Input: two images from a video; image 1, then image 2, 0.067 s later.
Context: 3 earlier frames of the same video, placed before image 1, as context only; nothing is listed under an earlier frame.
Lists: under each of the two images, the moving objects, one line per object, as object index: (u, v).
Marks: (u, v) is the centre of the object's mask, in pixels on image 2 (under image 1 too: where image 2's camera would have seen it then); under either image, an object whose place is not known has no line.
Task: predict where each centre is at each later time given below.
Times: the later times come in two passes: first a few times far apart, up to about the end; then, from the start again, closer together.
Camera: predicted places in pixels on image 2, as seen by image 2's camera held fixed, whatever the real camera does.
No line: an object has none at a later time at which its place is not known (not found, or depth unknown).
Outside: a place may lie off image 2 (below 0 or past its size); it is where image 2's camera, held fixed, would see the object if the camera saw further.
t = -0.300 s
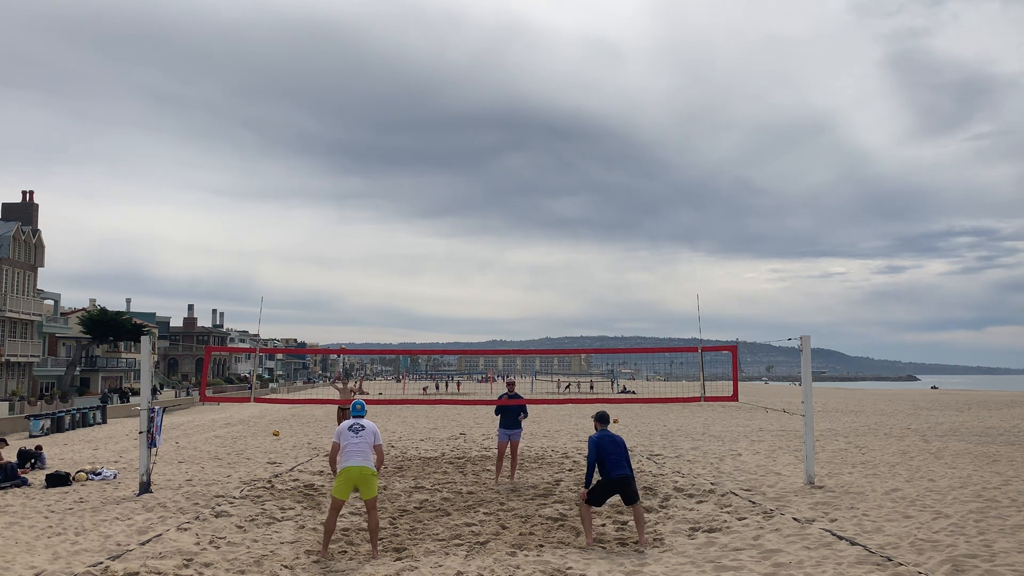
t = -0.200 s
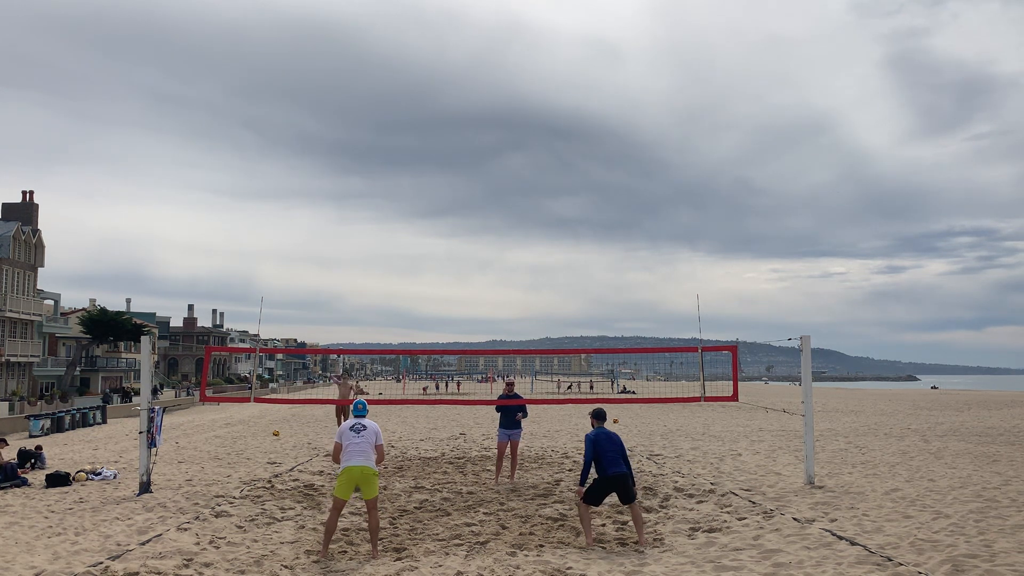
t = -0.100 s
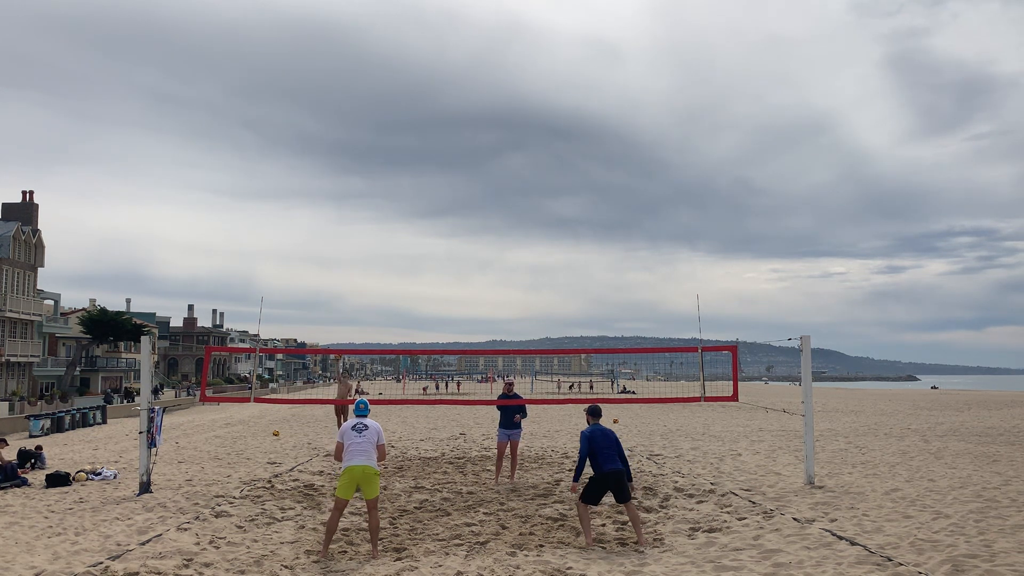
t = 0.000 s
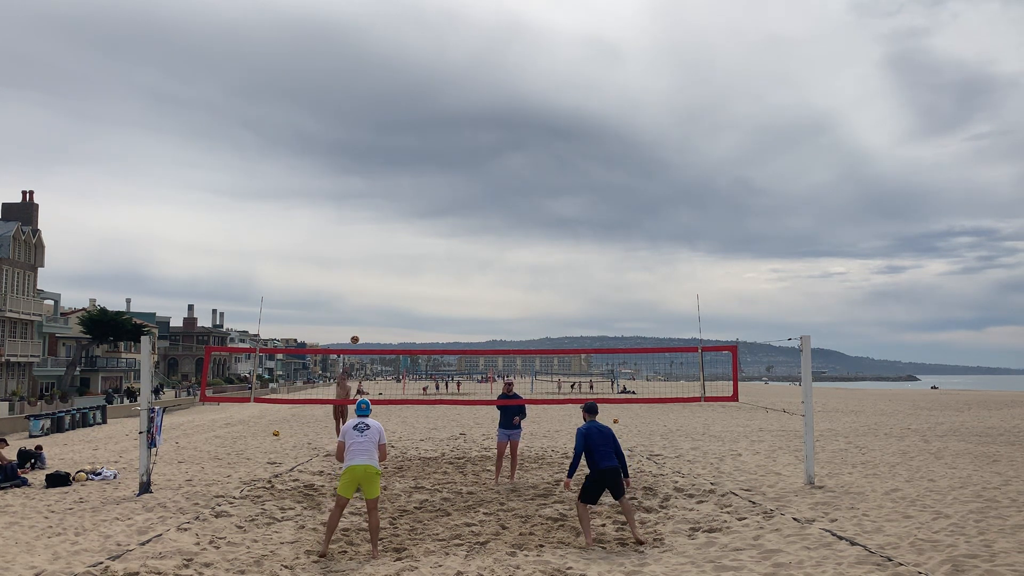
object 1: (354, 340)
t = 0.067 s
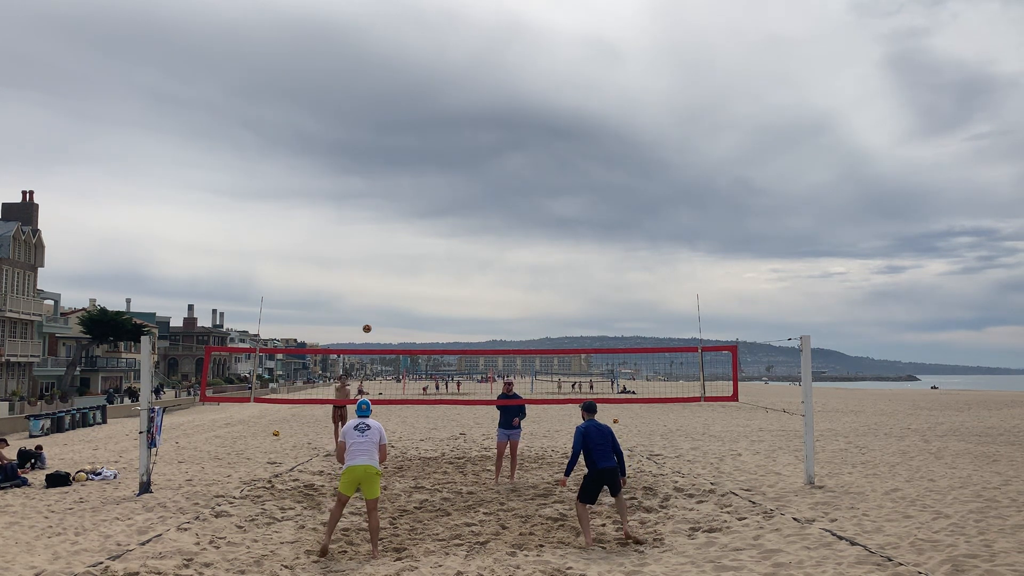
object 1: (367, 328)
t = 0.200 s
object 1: (392, 309)
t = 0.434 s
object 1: (437, 291)
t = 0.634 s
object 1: (479, 298)
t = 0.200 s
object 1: (392, 309)
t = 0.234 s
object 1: (398, 305)
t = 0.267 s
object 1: (405, 302)
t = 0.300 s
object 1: (411, 299)
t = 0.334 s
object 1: (418, 296)
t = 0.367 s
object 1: (424, 294)
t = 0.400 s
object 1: (431, 292)
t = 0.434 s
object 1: (437, 291)
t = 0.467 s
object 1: (444, 290)
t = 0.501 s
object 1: (451, 291)
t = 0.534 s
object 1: (458, 291)
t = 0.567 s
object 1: (465, 293)
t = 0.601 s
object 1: (472, 295)
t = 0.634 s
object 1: (479, 298)
